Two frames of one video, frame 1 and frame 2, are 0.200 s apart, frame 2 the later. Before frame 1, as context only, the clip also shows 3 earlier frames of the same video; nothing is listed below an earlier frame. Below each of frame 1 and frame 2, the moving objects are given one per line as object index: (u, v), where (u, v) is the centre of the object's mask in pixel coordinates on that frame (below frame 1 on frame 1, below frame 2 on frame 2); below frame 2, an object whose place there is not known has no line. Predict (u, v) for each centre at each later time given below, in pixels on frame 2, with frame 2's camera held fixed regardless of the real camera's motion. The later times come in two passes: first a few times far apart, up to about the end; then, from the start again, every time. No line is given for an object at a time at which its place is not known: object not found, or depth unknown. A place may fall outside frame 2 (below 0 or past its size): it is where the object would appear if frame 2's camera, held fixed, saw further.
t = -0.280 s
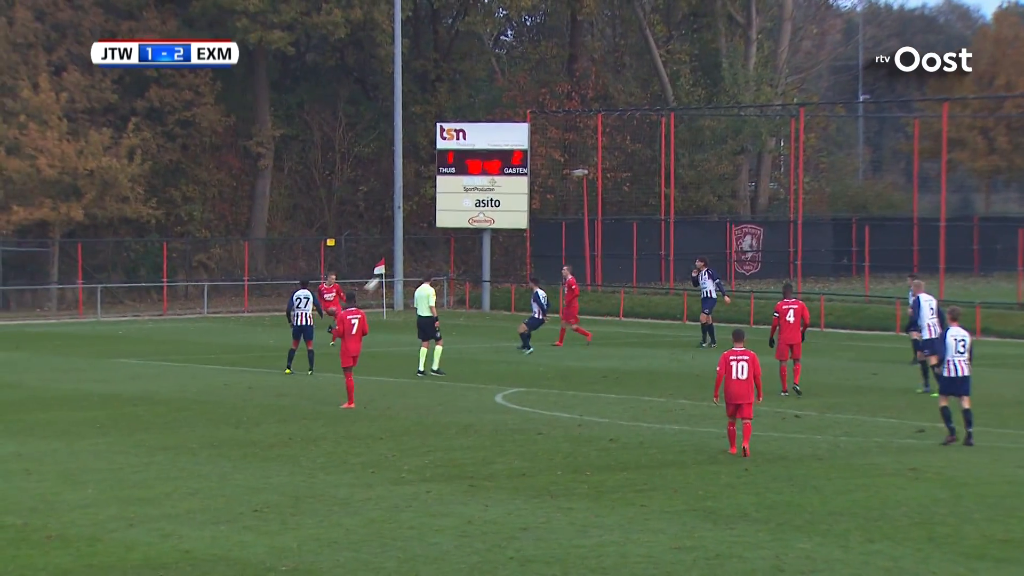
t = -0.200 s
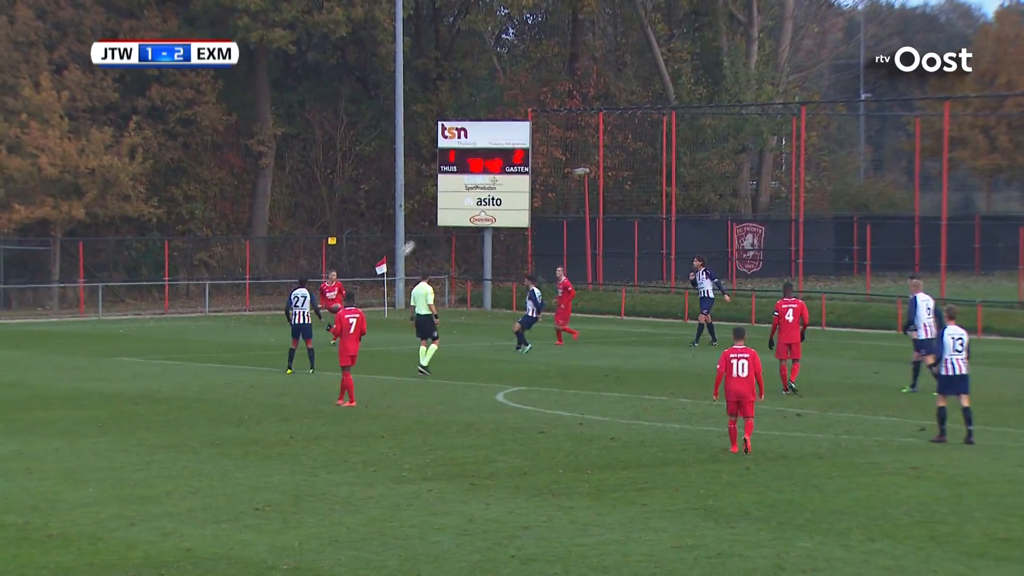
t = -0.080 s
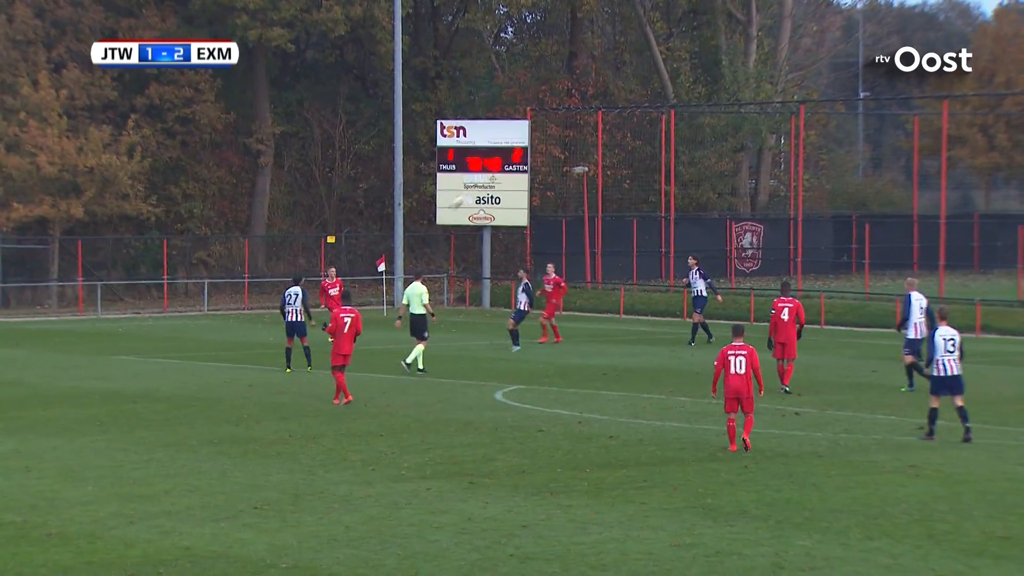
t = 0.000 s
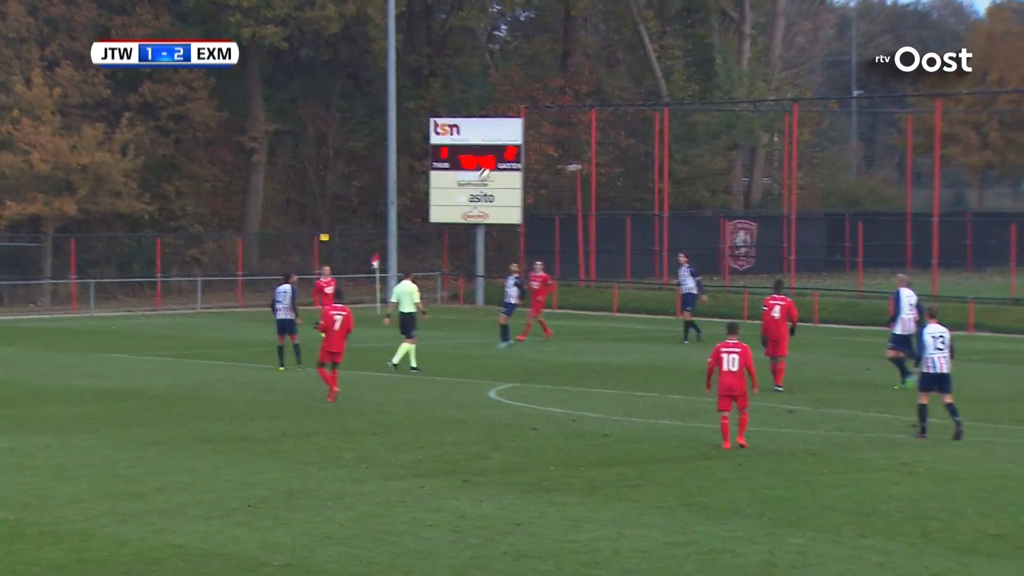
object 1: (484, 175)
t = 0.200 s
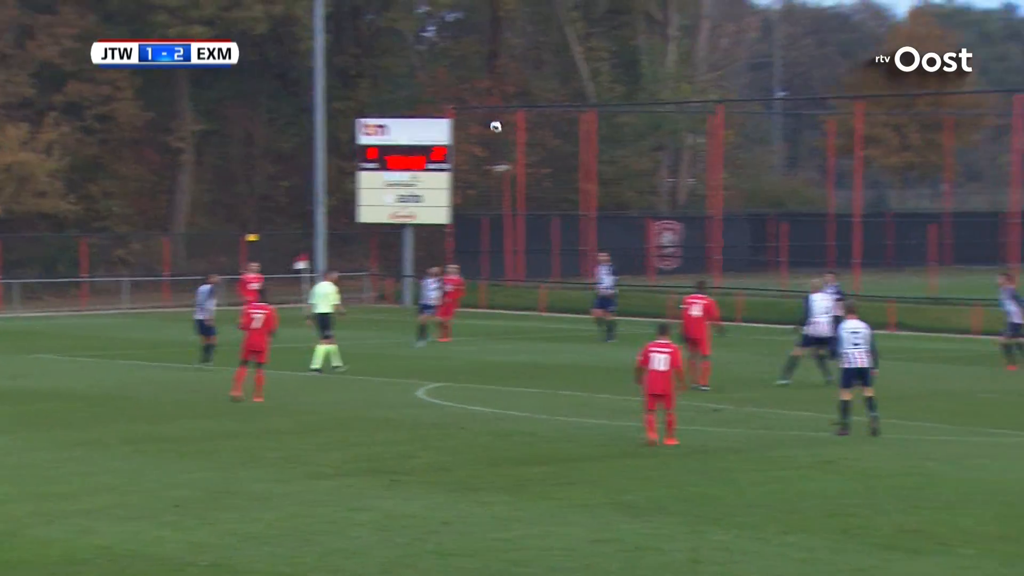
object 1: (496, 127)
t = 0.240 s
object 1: (512, 121)
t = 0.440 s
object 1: (597, 101)
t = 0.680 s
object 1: (702, 109)
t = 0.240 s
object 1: (512, 121)
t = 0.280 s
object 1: (529, 115)
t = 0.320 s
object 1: (546, 110)
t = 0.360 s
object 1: (562, 107)
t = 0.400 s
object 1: (579, 104)
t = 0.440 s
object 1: (597, 101)
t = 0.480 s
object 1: (614, 100)
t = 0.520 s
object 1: (631, 100)
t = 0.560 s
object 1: (649, 101)
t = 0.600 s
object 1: (666, 102)
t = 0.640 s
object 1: (684, 105)
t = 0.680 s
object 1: (702, 109)
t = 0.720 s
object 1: (719, 114)
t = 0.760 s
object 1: (736, 121)
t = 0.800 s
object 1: (754, 128)
